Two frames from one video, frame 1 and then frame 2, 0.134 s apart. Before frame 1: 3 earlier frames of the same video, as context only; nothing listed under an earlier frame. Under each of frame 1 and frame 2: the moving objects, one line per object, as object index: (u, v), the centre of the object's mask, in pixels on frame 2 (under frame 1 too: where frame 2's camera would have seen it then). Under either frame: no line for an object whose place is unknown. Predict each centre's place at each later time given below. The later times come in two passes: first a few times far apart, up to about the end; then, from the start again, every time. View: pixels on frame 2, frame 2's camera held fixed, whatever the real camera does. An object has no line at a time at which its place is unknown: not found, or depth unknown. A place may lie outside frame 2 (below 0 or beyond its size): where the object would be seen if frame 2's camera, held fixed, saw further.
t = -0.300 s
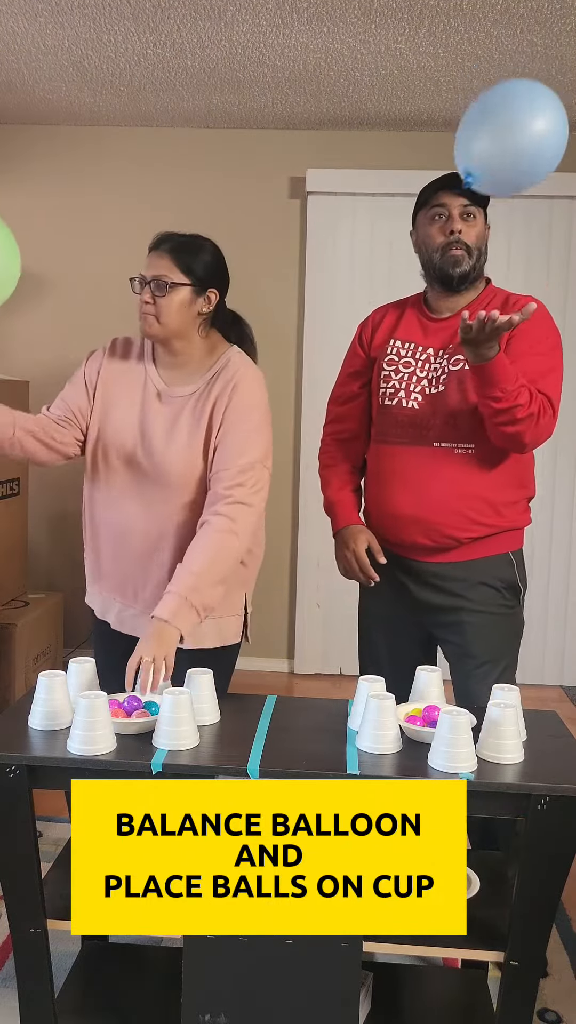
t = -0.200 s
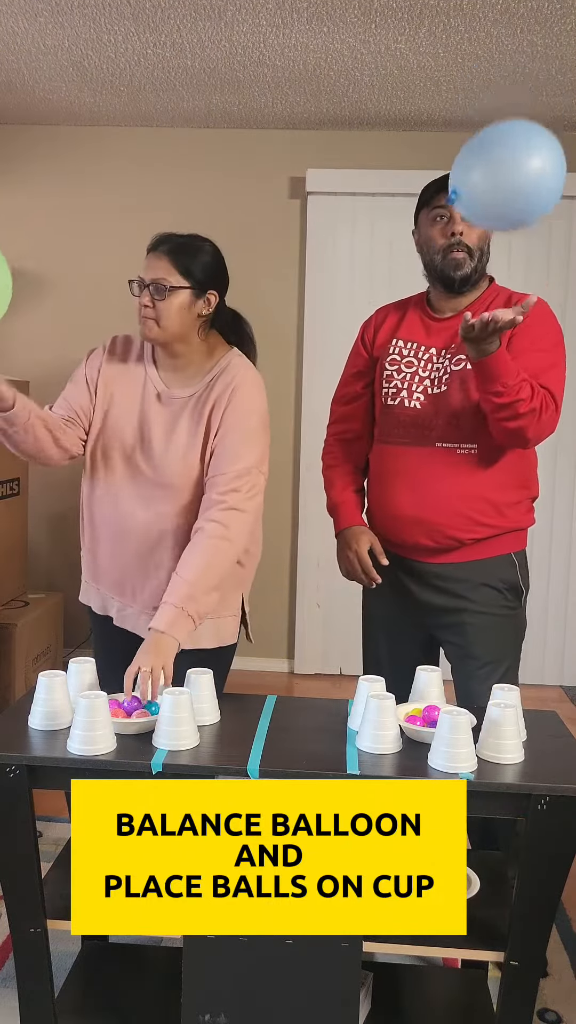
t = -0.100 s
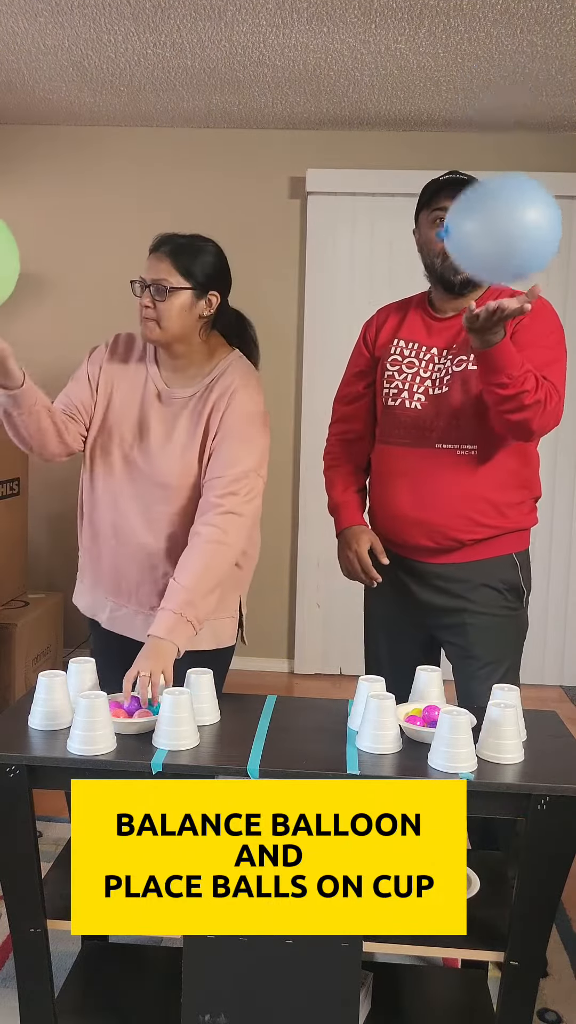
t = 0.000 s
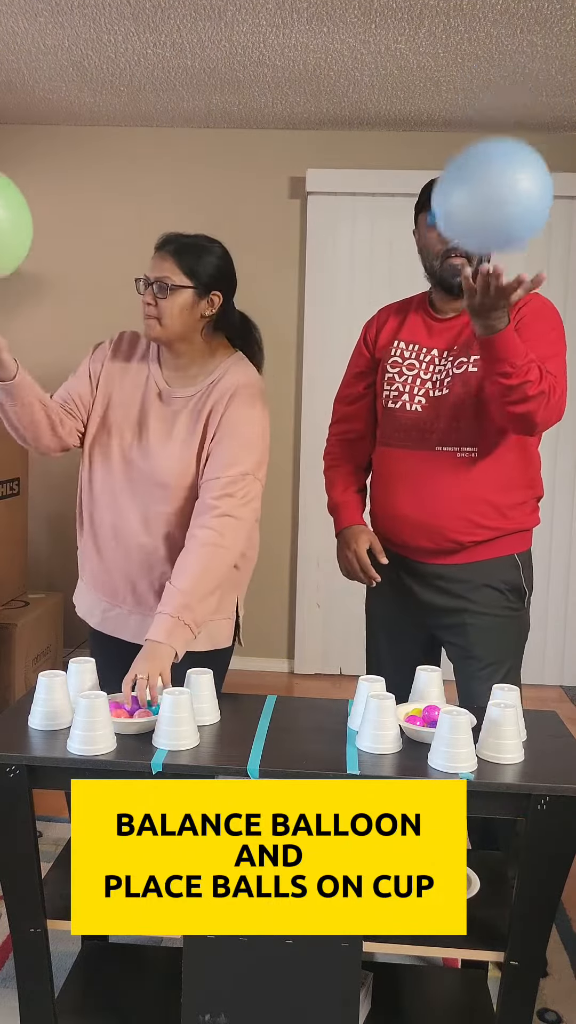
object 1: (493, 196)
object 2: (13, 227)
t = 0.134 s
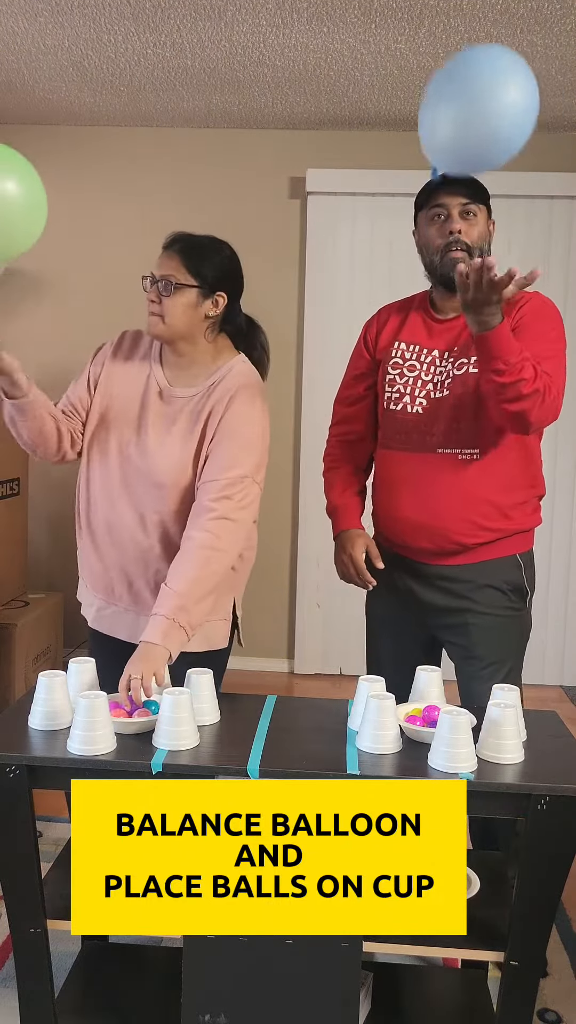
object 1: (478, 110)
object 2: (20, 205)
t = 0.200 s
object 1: (470, 79)
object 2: (23, 203)
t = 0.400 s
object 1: (443, 52)
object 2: (32, 235)
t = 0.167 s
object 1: (474, 94)
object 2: (21, 203)
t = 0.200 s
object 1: (470, 79)
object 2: (23, 203)
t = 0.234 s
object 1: (466, 68)
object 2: (25, 204)
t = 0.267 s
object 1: (461, 61)
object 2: (26, 207)
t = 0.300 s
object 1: (457, 56)
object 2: (28, 212)
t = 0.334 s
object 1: (452, 54)
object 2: (29, 218)
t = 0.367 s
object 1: (448, 52)
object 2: (31, 226)
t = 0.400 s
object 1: (443, 52)
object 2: (32, 235)
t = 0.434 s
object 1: (439, 53)
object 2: (34, 245)
